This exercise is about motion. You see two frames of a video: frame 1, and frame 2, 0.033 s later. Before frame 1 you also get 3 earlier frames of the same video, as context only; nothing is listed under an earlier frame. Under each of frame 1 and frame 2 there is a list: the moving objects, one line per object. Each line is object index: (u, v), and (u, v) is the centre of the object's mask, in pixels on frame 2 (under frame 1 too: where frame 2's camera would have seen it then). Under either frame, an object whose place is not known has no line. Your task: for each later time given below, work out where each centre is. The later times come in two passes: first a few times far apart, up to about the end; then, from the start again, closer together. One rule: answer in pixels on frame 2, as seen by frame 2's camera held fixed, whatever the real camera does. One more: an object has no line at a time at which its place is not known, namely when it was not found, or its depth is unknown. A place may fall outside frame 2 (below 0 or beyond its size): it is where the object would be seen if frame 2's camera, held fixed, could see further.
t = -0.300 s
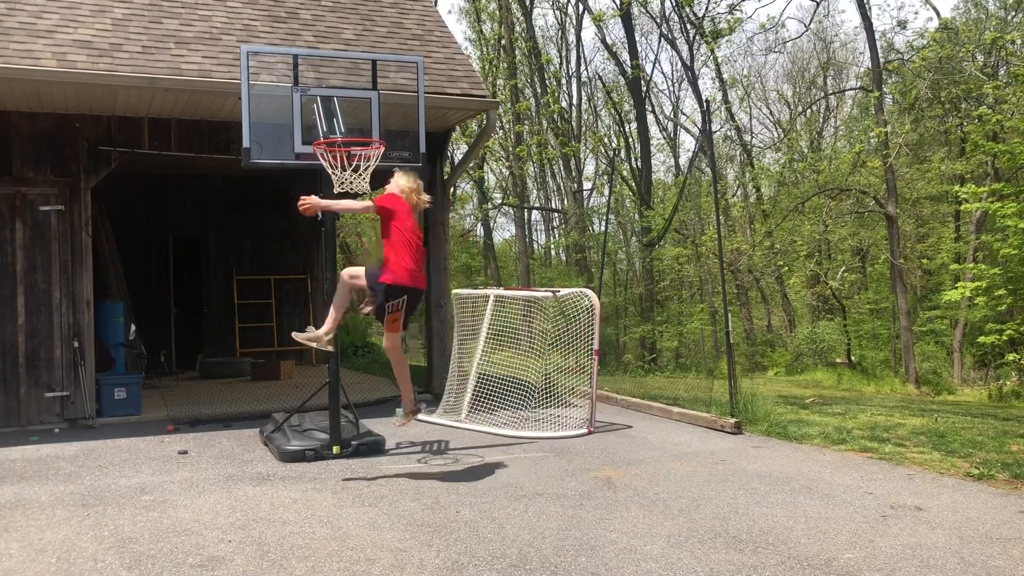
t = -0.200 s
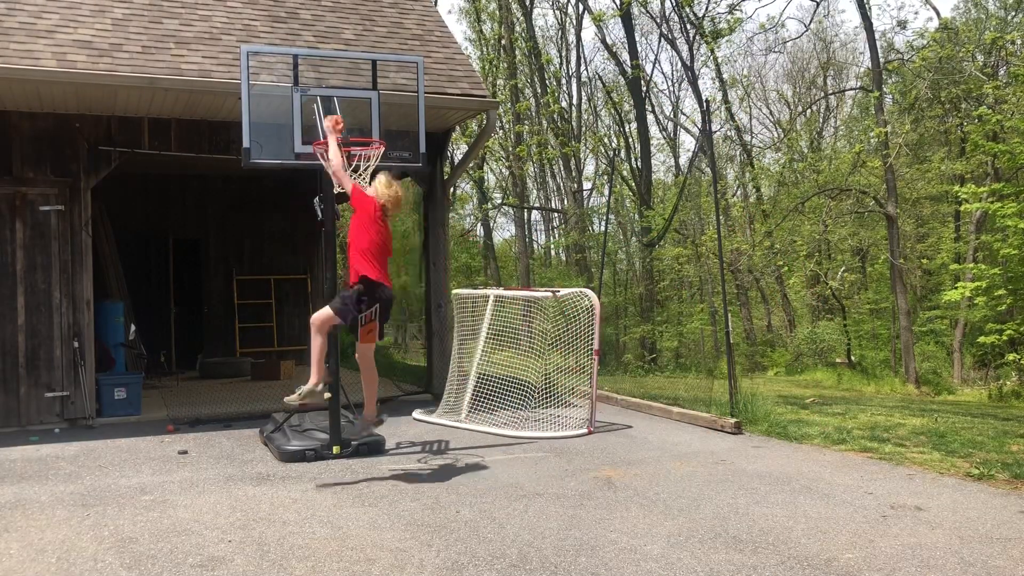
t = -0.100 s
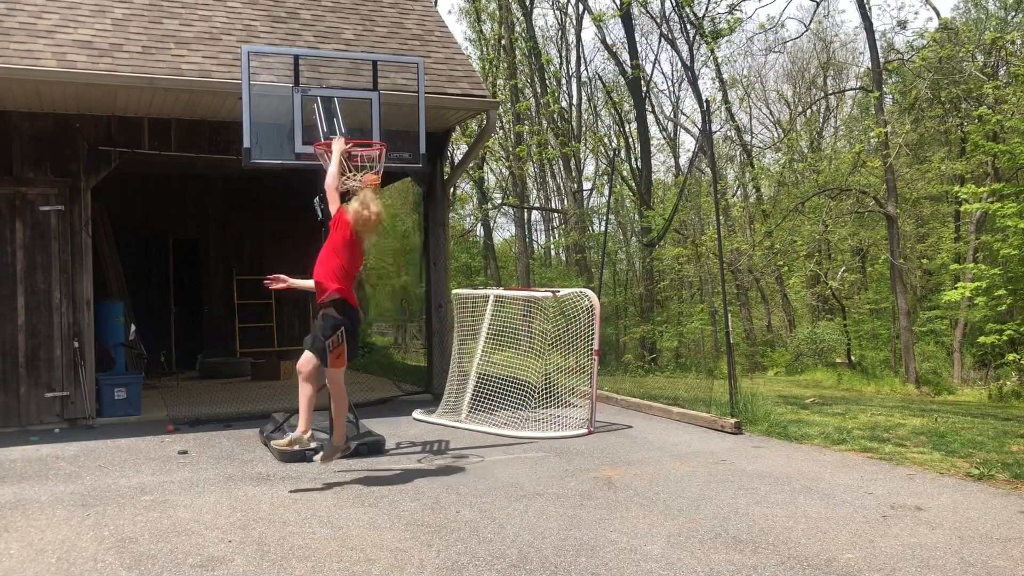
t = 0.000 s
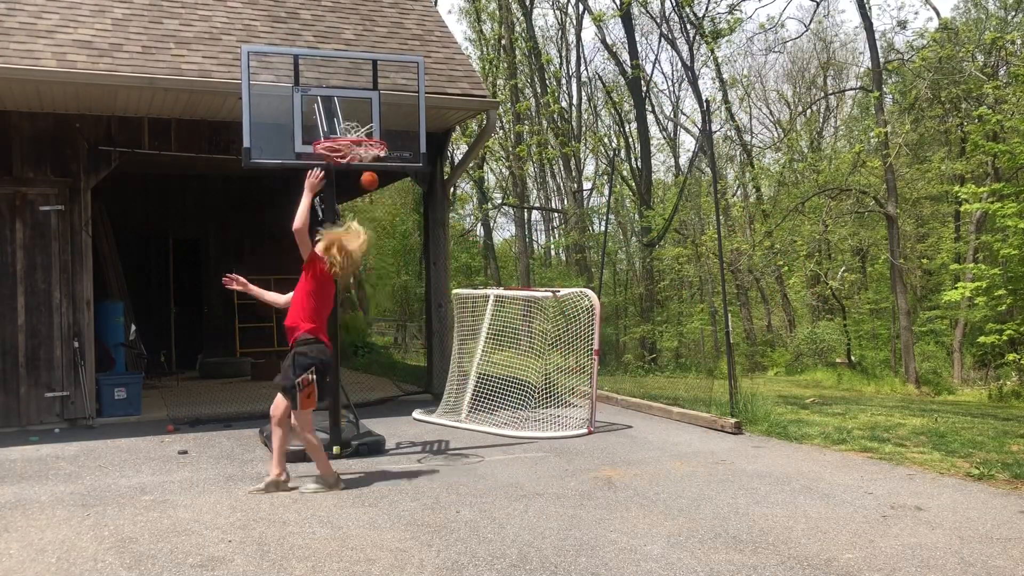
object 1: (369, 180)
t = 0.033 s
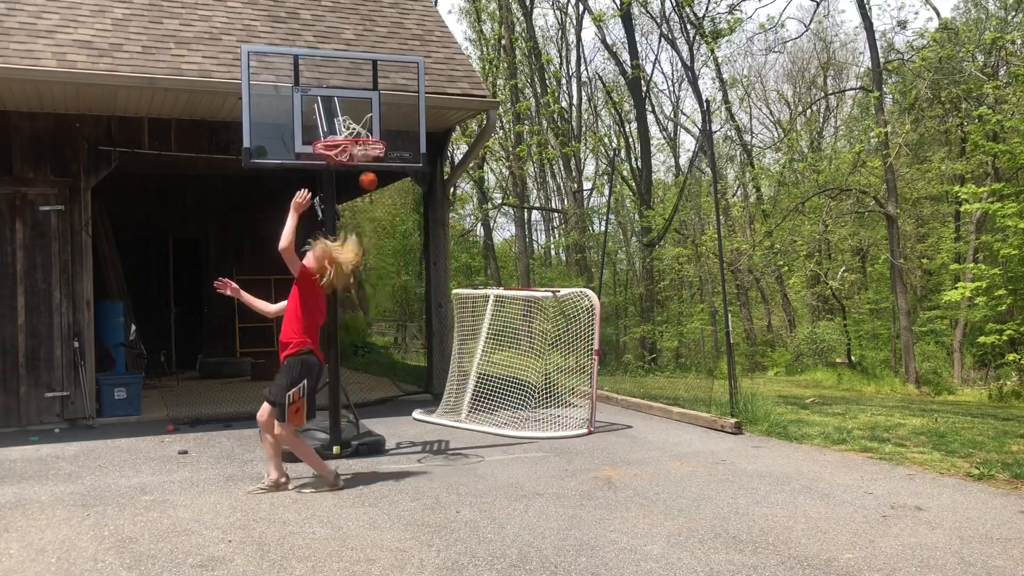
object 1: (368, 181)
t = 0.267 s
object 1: (361, 227)
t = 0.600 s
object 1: (354, 406)
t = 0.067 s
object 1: (367, 183)
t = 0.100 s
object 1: (366, 187)
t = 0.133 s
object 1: (365, 192)
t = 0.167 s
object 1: (364, 197)
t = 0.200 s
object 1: (362, 205)
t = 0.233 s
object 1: (362, 215)
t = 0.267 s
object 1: (361, 227)
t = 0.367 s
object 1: (358, 266)
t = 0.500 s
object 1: (355, 339)
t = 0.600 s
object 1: (354, 406)
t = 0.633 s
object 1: (353, 431)
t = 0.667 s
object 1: (350, 446)
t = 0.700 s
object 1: (345, 455)
